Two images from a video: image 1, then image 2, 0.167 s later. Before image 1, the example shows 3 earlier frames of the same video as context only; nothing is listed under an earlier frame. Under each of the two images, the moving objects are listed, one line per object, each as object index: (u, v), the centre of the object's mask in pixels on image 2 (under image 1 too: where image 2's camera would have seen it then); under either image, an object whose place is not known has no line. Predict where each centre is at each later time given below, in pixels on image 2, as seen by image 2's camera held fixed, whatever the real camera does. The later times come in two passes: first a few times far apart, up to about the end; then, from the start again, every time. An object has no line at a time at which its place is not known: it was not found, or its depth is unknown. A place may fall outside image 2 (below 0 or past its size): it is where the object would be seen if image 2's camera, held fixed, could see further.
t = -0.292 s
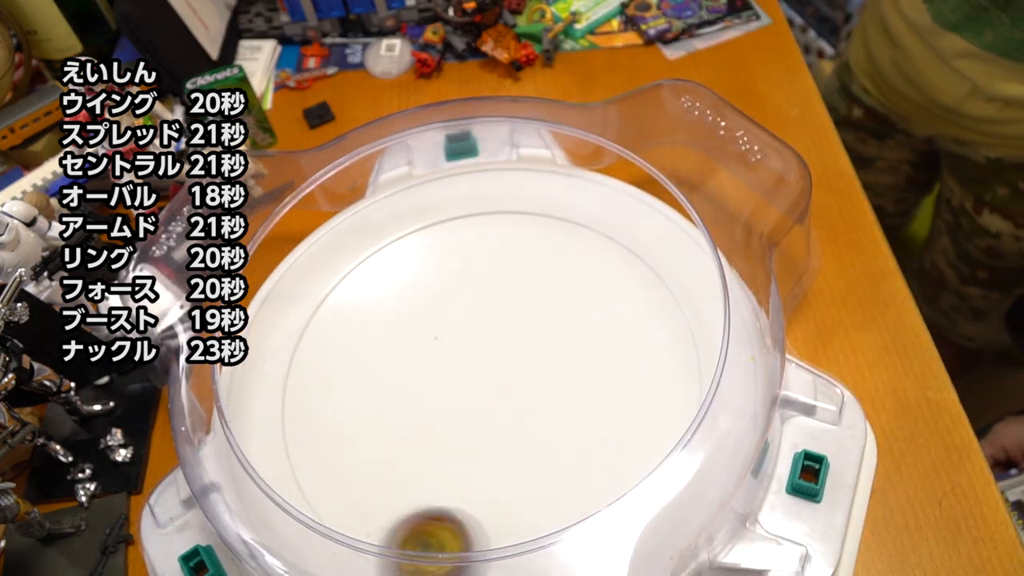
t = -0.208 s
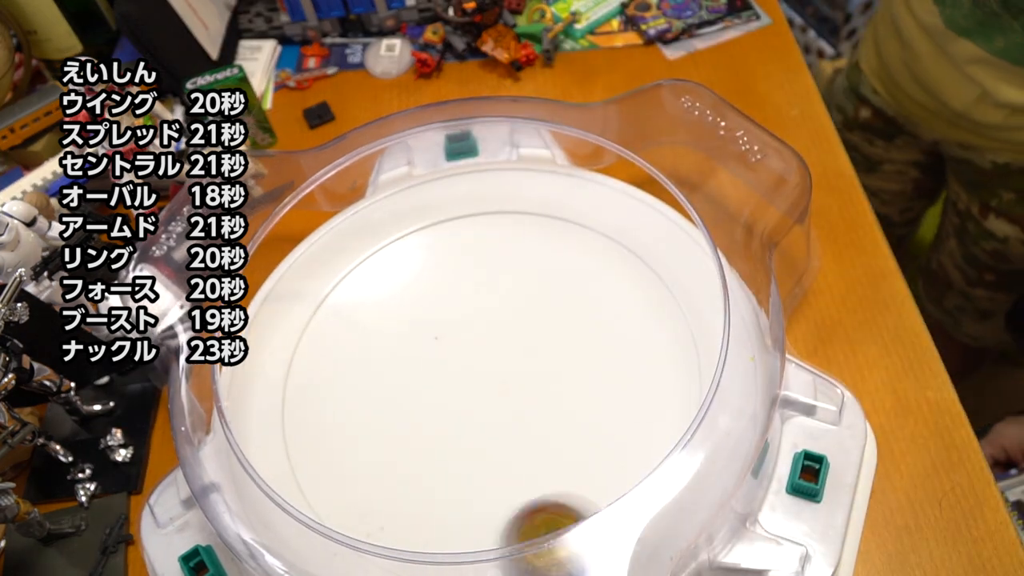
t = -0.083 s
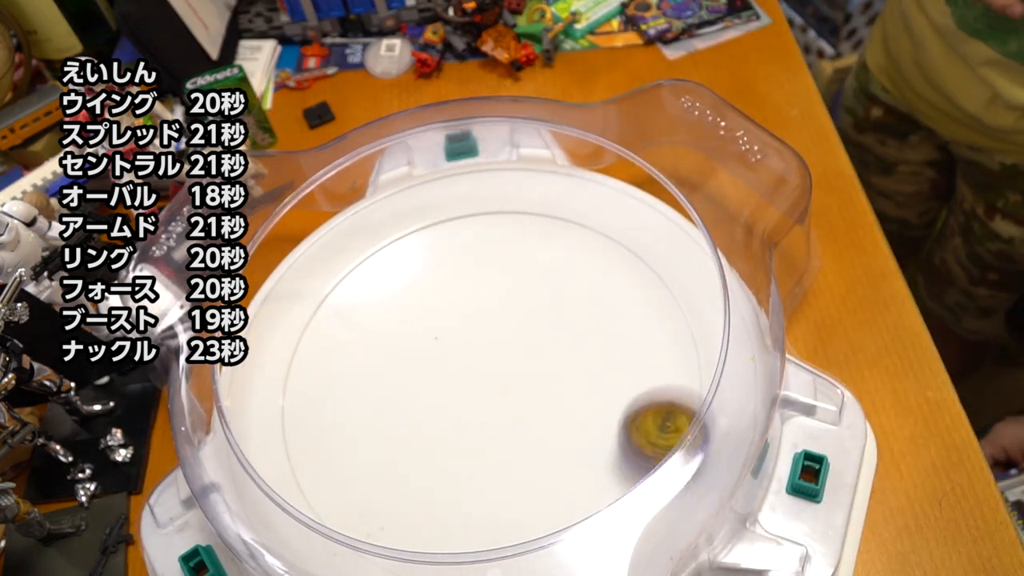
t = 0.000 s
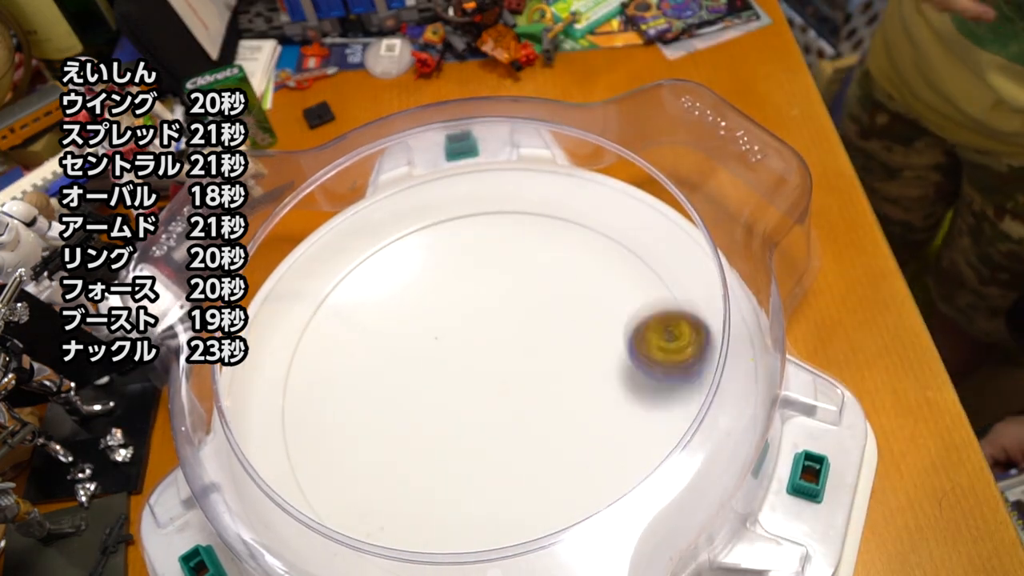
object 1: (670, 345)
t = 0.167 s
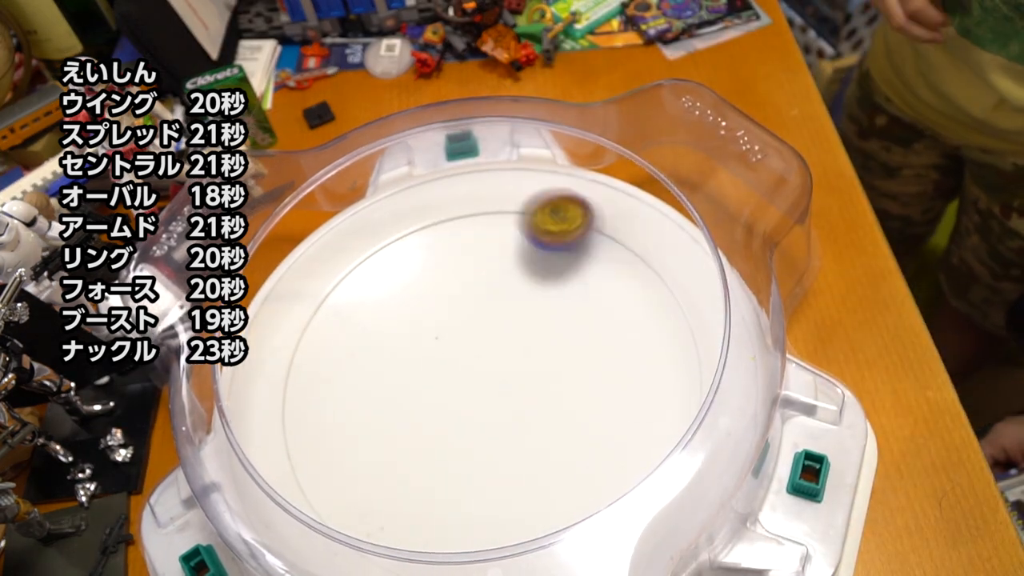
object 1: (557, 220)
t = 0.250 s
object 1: (480, 206)
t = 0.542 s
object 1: (635, 395)
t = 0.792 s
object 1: (394, 496)
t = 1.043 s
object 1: (395, 282)
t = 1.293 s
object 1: (583, 278)
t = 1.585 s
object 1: (636, 369)
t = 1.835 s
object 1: (457, 491)
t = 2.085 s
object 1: (371, 352)
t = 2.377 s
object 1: (436, 289)
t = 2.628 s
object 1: (576, 324)
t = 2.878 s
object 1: (518, 435)
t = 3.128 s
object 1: (427, 421)
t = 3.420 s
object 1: (423, 407)
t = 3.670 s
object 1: (430, 355)
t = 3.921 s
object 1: (463, 336)
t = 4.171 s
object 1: (480, 337)
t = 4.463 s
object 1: (488, 359)
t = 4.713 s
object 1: (484, 369)
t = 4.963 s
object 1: (492, 376)
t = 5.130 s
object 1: (482, 375)
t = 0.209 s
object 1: (520, 210)
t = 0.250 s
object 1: (480, 206)
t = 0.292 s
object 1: (441, 210)
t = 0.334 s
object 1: (406, 219)
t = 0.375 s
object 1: (321, 299)
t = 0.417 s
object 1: (297, 421)
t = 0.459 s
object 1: (391, 509)
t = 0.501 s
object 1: (541, 493)
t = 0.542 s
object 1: (635, 395)
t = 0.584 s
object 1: (639, 280)
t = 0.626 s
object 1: (567, 211)
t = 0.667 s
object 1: (455, 206)
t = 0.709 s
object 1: (357, 271)
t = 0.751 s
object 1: (326, 391)
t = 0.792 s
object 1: (394, 496)
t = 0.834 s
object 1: (520, 514)
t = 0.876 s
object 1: (624, 457)
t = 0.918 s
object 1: (669, 364)
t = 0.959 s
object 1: (618, 275)
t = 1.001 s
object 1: (507, 244)
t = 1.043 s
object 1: (395, 282)
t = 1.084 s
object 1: (330, 365)
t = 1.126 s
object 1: (345, 469)
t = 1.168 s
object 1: (454, 518)
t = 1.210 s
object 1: (574, 476)
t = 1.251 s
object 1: (621, 372)
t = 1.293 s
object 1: (583, 278)
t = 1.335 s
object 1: (495, 239)
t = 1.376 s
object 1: (399, 263)
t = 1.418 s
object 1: (339, 347)
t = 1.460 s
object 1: (366, 449)
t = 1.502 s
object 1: (476, 494)
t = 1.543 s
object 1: (586, 452)
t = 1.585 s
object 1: (636, 369)
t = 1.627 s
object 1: (611, 284)
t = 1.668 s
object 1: (522, 245)
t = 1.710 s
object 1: (421, 274)
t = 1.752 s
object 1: (363, 355)
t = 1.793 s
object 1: (375, 438)
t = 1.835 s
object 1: (457, 491)
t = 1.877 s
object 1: (553, 464)
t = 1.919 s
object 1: (599, 387)
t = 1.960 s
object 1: (572, 309)
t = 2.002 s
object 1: (500, 272)
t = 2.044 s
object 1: (422, 289)
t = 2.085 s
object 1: (371, 352)
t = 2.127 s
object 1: (383, 429)
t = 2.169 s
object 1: (460, 467)
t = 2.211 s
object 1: (549, 441)
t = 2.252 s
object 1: (591, 373)
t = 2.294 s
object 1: (573, 306)
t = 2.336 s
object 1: (511, 272)
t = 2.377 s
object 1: (436, 289)
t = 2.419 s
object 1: (387, 349)
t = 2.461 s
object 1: (392, 424)
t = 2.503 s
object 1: (458, 471)
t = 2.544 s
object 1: (543, 453)
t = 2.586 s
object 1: (585, 391)
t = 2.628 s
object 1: (576, 324)
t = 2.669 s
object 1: (516, 286)
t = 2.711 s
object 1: (446, 292)
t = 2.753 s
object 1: (390, 338)
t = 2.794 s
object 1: (389, 405)
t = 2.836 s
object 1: (441, 450)
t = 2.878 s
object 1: (518, 435)
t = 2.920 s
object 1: (566, 378)
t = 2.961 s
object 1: (554, 322)
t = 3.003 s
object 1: (500, 296)
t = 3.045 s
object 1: (437, 315)
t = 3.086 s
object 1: (405, 366)
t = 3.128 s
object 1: (427, 421)
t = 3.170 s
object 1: (489, 435)
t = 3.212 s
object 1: (544, 402)
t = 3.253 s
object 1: (549, 348)
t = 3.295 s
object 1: (510, 314)
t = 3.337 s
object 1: (455, 318)
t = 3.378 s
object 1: (417, 358)
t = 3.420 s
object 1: (423, 407)
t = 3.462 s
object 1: (472, 428)
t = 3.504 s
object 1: (524, 405)
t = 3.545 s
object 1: (539, 360)
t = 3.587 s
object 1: (516, 324)
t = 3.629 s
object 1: (466, 320)
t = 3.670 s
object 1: (430, 355)
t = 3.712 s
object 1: (435, 397)
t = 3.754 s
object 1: (472, 421)
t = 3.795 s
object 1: (521, 402)
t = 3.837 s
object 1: (532, 363)
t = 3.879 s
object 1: (505, 331)
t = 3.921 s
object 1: (463, 336)
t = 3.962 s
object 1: (434, 367)
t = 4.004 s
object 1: (447, 401)
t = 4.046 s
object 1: (486, 412)
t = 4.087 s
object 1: (517, 385)
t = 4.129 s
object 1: (512, 348)
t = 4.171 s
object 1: (480, 337)
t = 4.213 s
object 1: (457, 351)
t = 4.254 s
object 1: (449, 374)
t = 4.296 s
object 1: (457, 392)
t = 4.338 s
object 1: (476, 396)
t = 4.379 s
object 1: (494, 386)
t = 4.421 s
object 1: (499, 370)
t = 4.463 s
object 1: (488, 359)
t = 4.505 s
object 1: (473, 363)
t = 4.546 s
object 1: (469, 373)
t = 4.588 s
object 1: (476, 380)
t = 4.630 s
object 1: (485, 378)
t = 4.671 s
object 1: (487, 373)
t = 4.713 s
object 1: (484, 369)
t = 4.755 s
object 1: (477, 370)
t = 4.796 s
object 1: (470, 375)
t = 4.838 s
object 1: (472, 382)
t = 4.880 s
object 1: (479, 385)
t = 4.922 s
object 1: (487, 381)
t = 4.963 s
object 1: (492, 376)
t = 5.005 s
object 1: (490, 365)
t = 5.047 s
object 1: (476, 366)
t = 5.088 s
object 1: (477, 374)
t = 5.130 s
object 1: (482, 375)
